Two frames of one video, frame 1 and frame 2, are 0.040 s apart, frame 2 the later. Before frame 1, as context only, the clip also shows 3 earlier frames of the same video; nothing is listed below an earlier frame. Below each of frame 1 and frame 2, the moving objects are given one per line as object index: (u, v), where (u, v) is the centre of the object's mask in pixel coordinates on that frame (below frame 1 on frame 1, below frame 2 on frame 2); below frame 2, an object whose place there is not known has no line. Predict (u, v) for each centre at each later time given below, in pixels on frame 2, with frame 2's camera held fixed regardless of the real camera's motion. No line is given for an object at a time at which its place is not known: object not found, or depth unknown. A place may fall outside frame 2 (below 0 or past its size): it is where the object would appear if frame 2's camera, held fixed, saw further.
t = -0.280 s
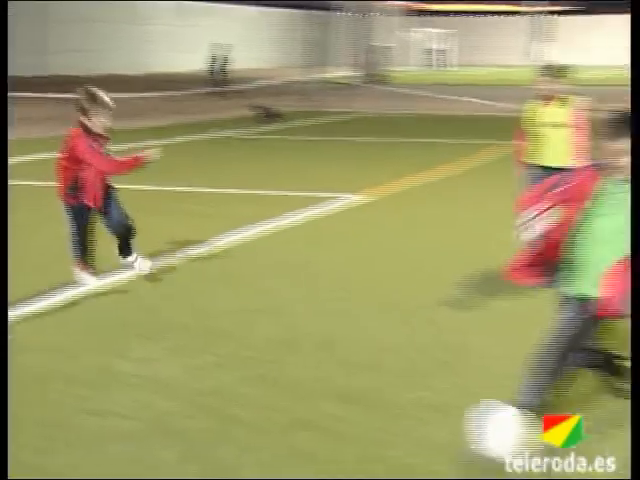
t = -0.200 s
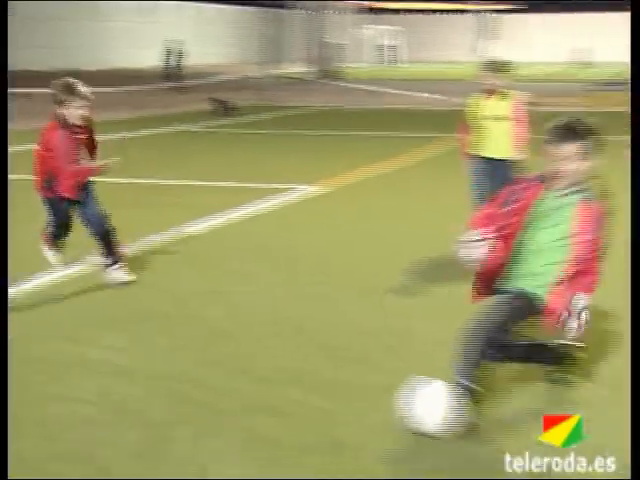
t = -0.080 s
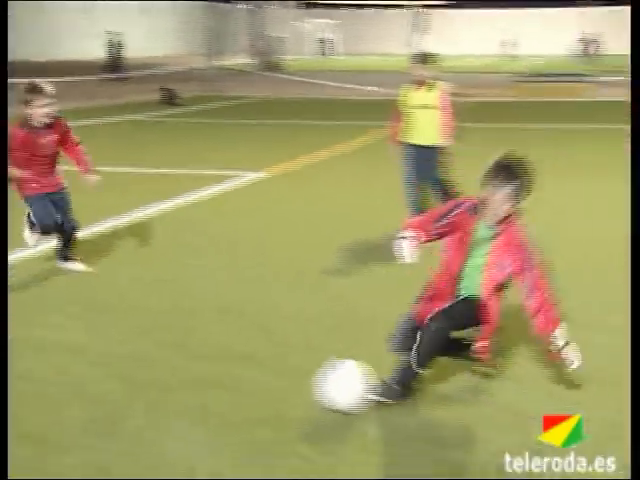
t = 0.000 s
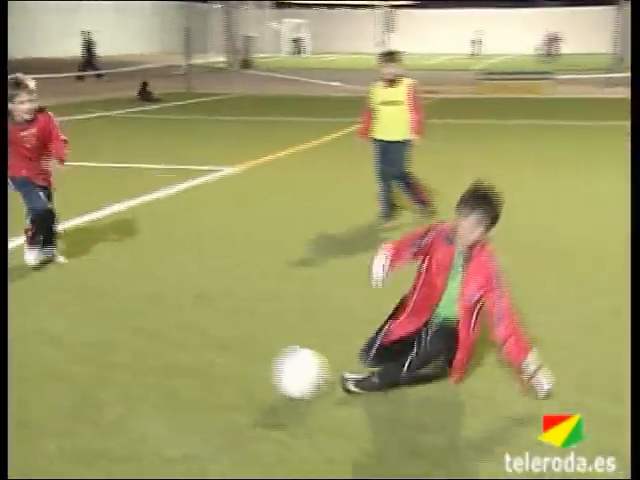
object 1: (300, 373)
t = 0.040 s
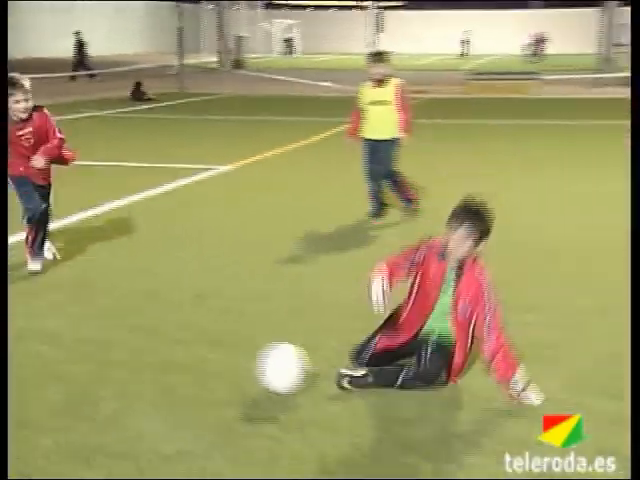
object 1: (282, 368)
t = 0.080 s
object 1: (273, 368)
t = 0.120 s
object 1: (265, 367)
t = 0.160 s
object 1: (257, 366)
